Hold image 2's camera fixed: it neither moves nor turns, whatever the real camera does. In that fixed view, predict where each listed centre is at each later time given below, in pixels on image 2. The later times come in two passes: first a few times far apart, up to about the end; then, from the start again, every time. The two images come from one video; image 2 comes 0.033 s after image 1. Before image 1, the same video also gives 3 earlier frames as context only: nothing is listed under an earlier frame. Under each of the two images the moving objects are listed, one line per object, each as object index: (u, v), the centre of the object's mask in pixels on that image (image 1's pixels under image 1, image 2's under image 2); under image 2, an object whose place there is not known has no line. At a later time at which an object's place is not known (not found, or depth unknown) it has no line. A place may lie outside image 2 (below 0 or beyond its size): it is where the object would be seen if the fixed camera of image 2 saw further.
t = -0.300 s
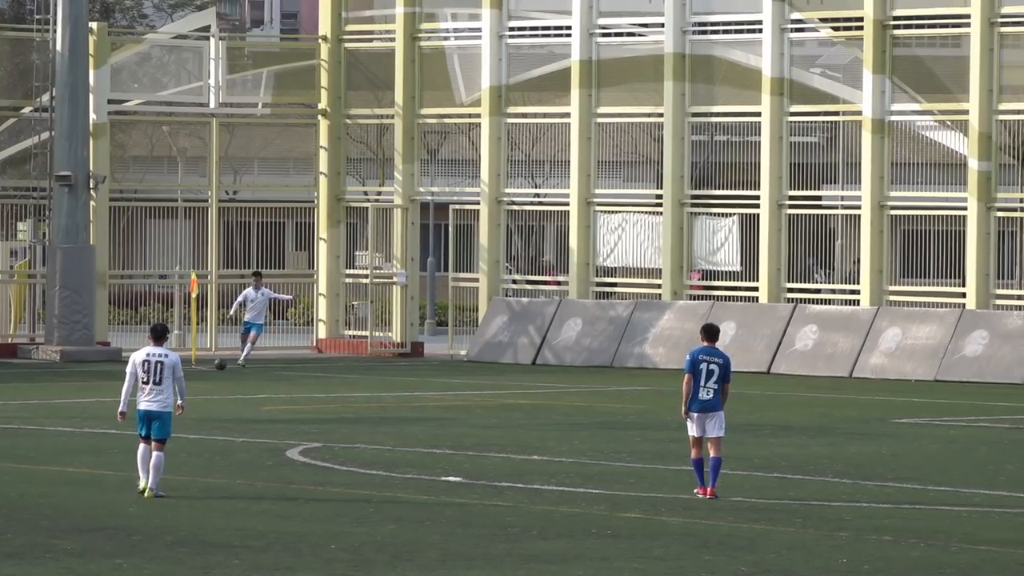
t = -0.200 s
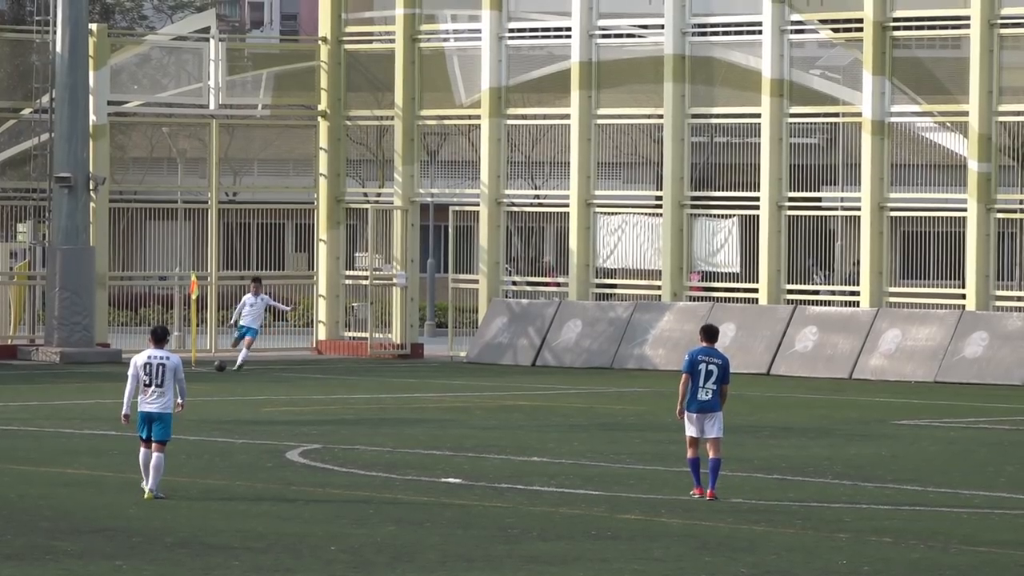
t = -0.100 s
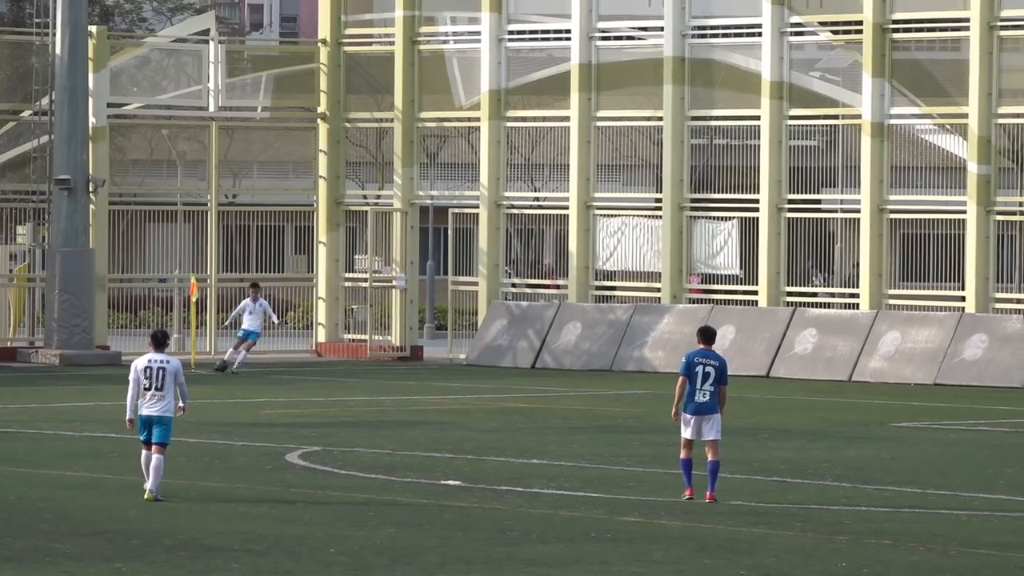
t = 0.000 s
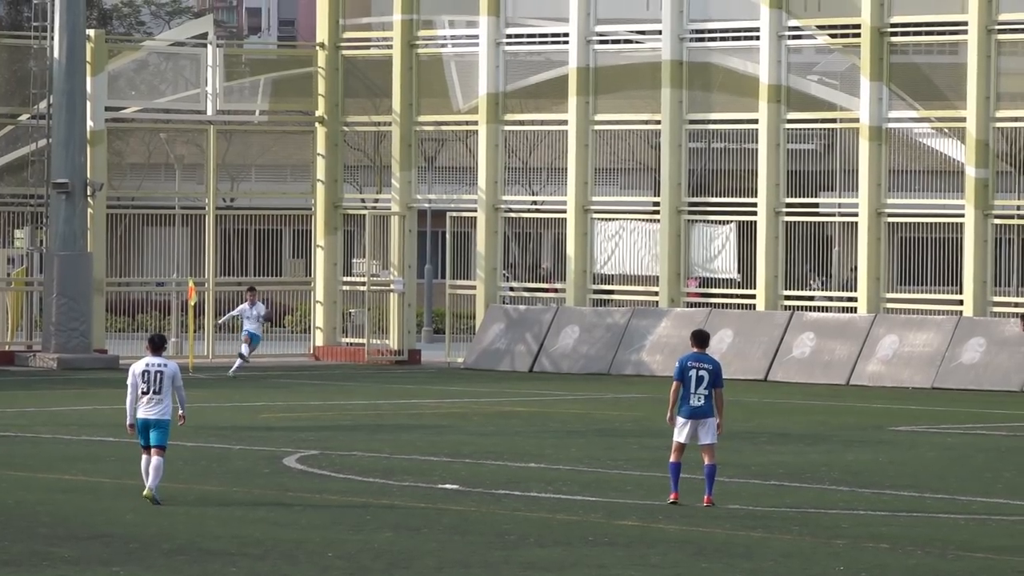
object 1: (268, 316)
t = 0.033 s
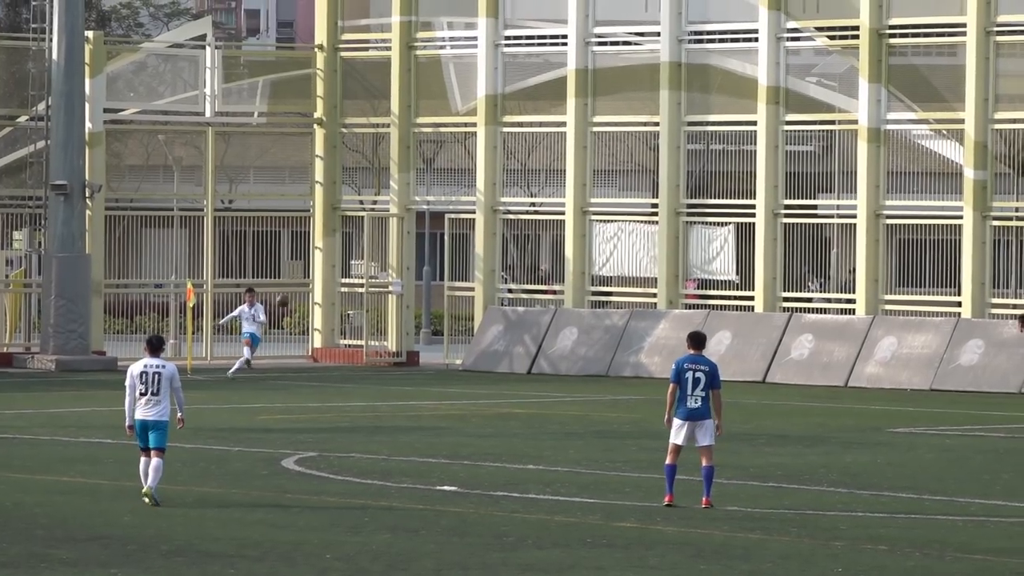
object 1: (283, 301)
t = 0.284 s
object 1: (427, 197)
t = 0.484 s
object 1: (563, 130)
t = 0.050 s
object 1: (291, 293)
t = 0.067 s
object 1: (301, 285)
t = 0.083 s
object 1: (309, 277)
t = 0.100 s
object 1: (319, 269)
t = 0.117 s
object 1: (328, 261)
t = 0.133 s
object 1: (337, 254)
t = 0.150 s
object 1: (347, 246)
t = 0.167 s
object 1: (357, 239)
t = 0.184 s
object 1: (366, 232)
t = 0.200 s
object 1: (376, 227)
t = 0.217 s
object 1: (387, 221)
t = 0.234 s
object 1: (396, 215)
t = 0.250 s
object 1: (407, 209)
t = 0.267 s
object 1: (417, 203)
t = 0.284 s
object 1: (427, 197)
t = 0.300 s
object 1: (438, 191)
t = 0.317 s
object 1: (449, 185)
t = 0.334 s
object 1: (459, 179)
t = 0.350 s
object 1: (471, 173)
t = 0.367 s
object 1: (482, 166)
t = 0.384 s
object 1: (493, 161)
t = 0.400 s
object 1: (505, 156)
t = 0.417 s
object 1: (516, 150)
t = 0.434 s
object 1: (527, 145)
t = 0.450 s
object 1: (539, 140)
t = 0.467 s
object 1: (551, 135)
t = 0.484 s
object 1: (563, 130)
